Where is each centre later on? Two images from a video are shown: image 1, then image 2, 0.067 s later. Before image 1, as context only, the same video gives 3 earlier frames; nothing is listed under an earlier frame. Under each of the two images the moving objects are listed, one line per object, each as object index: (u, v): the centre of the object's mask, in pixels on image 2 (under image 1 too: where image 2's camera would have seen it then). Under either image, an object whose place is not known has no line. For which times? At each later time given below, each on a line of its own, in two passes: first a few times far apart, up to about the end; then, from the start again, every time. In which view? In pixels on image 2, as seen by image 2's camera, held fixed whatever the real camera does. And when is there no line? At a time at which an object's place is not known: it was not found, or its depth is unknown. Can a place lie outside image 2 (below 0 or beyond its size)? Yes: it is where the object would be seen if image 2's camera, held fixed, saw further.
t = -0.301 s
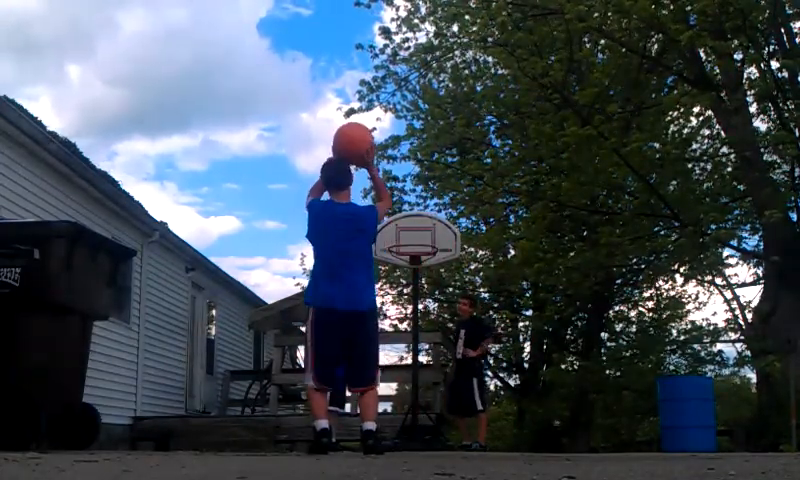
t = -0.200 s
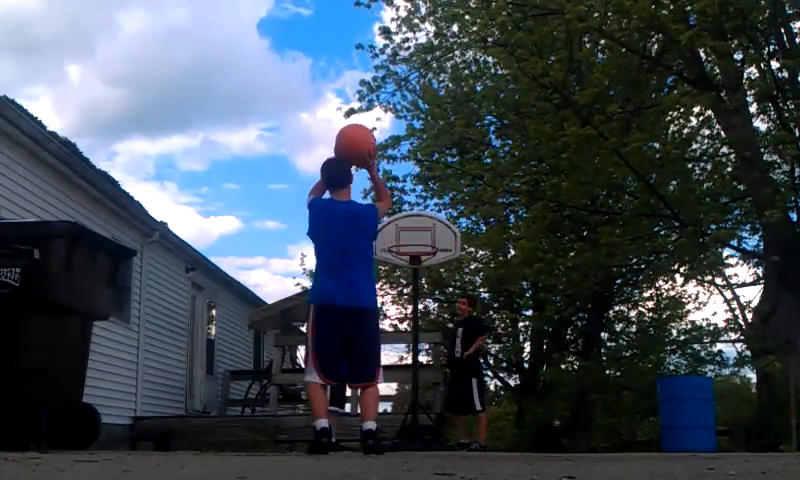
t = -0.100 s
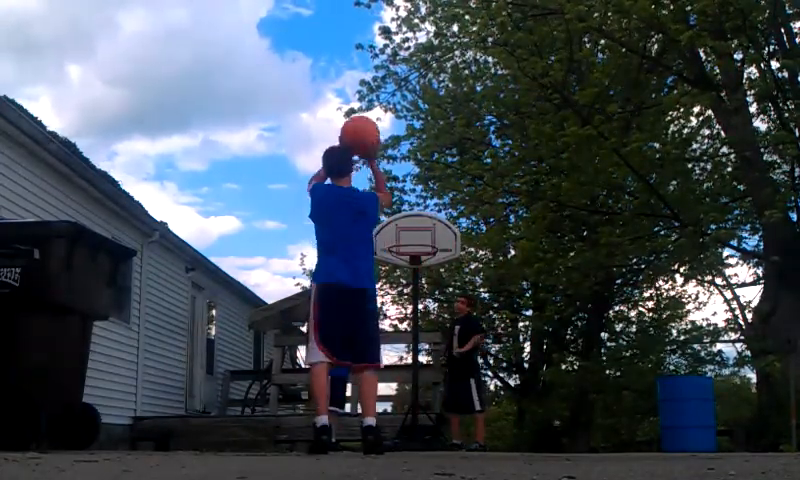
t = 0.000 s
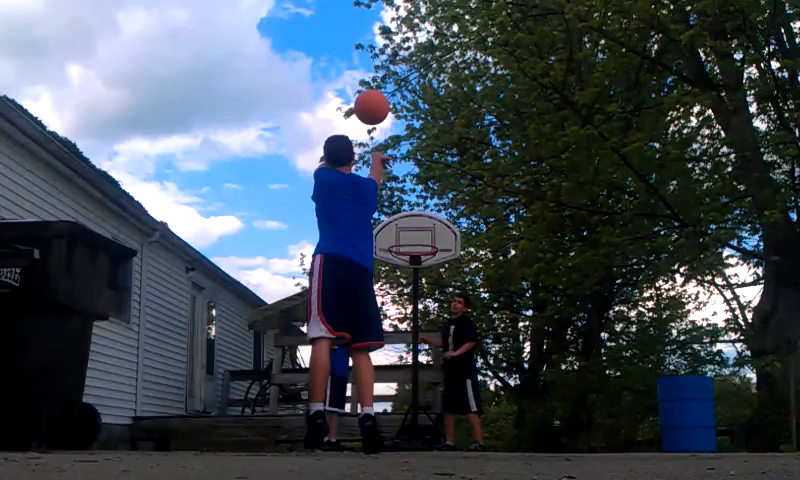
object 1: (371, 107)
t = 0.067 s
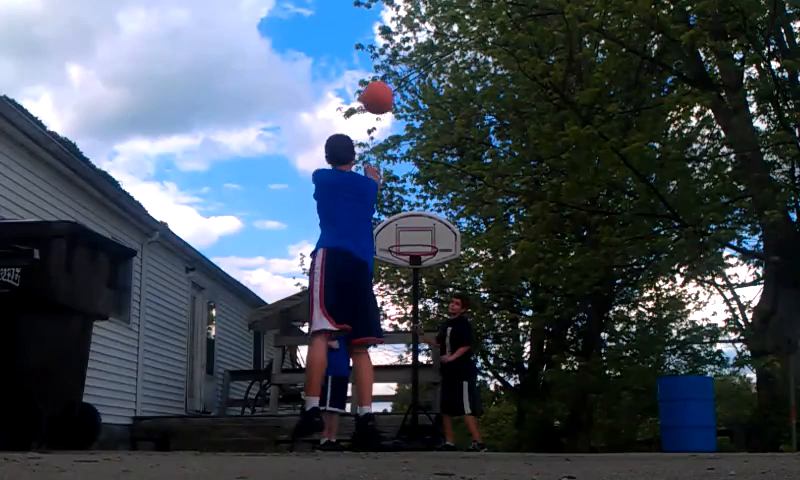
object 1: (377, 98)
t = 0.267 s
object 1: (393, 104)
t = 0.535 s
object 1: (407, 167)
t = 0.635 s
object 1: (410, 200)
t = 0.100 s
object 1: (380, 96)
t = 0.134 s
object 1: (383, 95)
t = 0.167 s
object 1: (386, 95)
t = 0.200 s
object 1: (388, 97)
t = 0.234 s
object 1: (390, 101)
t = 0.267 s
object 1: (393, 104)
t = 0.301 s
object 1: (395, 110)
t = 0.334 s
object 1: (396, 116)
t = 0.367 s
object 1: (399, 123)
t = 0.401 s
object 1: (400, 131)
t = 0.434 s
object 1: (403, 139)
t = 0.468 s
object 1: (404, 148)
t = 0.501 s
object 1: (405, 157)
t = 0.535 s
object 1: (407, 167)
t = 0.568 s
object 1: (408, 178)
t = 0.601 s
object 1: (409, 188)
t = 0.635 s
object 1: (410, 200)
